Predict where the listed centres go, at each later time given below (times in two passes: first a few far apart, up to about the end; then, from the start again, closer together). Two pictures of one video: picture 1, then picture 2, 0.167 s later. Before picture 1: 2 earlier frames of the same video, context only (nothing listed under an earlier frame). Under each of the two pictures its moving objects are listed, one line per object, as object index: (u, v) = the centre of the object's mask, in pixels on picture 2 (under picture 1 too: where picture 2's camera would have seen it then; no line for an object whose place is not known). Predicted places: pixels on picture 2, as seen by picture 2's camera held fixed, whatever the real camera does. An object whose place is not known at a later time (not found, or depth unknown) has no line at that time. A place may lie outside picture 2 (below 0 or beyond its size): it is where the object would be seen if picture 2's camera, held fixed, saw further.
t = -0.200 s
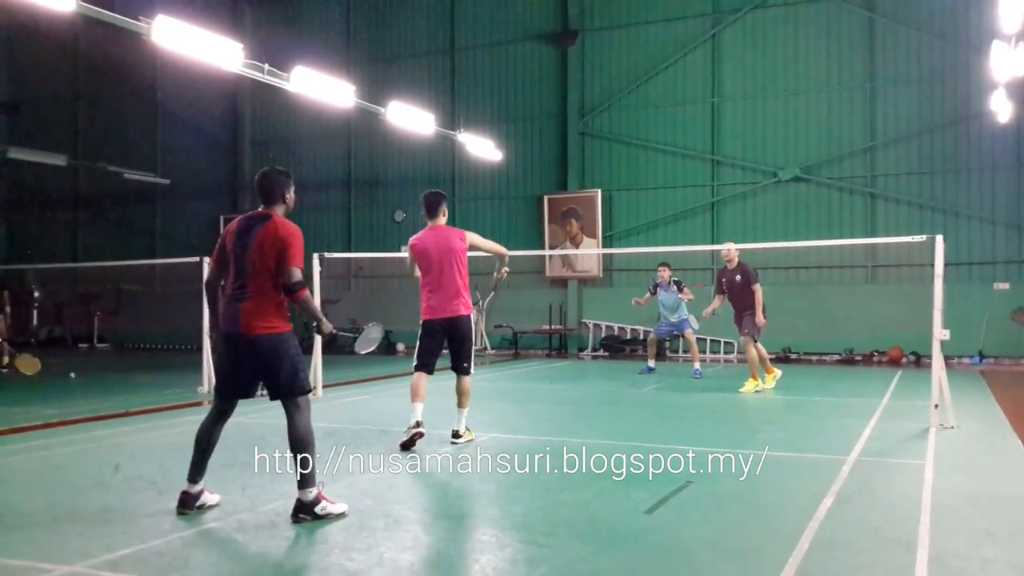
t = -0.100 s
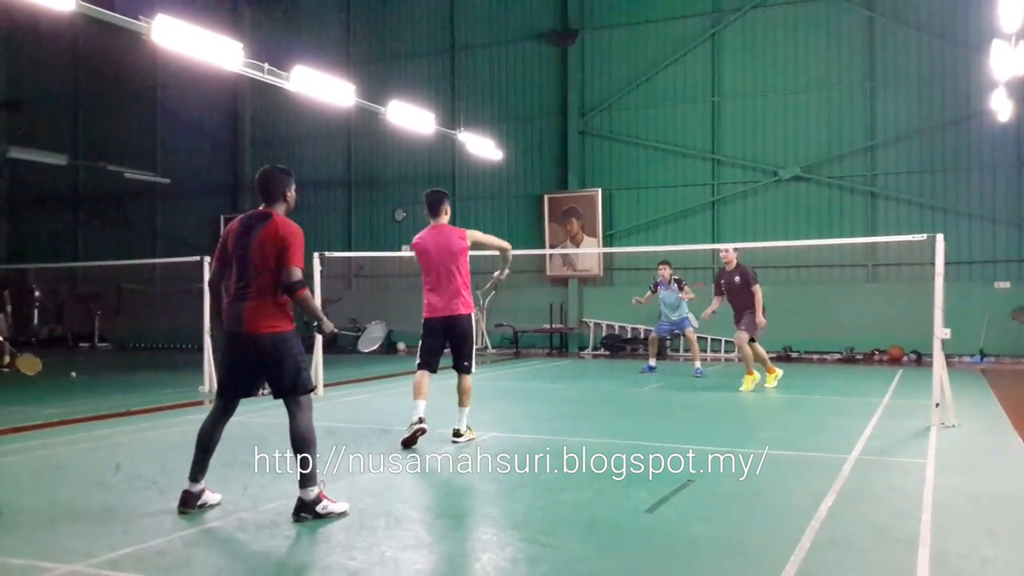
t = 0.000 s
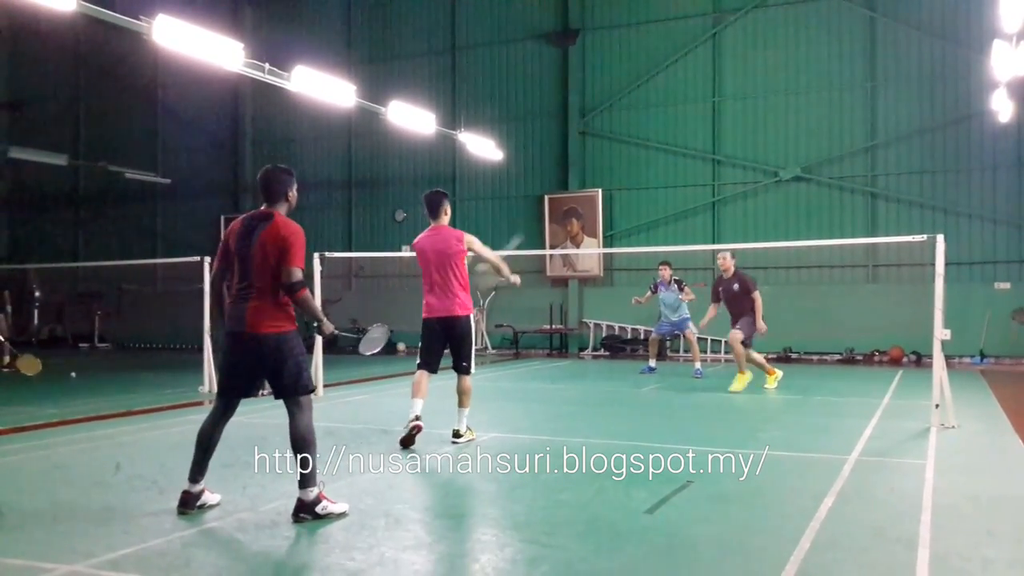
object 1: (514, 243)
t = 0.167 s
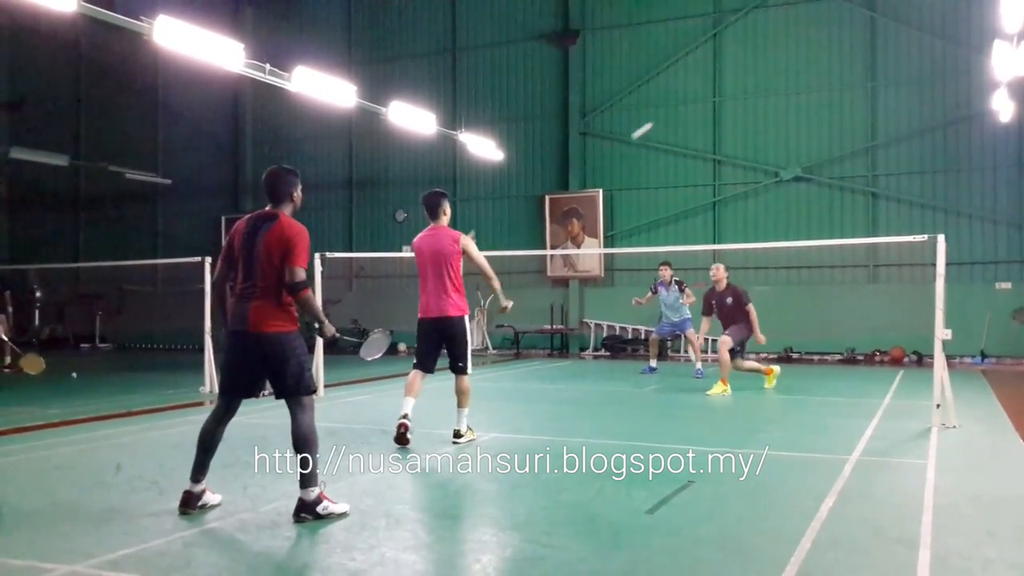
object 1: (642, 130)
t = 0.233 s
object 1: (675, 108)
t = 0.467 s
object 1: (754, 81)
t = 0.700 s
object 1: (803, 102)
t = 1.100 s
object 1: (858, 204)
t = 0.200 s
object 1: (660, 118)
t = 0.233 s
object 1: (675, 108)
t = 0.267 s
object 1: (689, 99)
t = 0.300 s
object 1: (702, 93)
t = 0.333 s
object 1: (715, 89)
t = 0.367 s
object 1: (725, 85)
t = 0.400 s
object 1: (735, 83)
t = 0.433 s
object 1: (745, 81)
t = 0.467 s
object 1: (754, 81)
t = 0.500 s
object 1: (762, 81)
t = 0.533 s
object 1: (769, 83)
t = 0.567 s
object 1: (777, 86)
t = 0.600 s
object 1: (784, 89)
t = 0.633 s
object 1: (790, 93)
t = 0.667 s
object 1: (797, 97)
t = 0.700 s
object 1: (803, 102)
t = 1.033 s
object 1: (851, 183)
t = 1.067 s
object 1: (854, 193)
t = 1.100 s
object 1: (858, 204)
